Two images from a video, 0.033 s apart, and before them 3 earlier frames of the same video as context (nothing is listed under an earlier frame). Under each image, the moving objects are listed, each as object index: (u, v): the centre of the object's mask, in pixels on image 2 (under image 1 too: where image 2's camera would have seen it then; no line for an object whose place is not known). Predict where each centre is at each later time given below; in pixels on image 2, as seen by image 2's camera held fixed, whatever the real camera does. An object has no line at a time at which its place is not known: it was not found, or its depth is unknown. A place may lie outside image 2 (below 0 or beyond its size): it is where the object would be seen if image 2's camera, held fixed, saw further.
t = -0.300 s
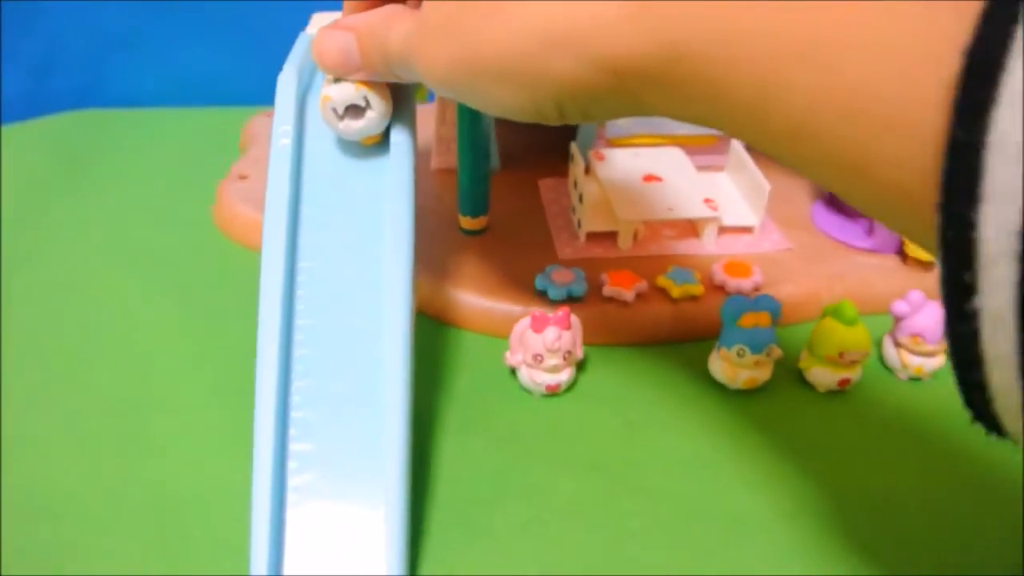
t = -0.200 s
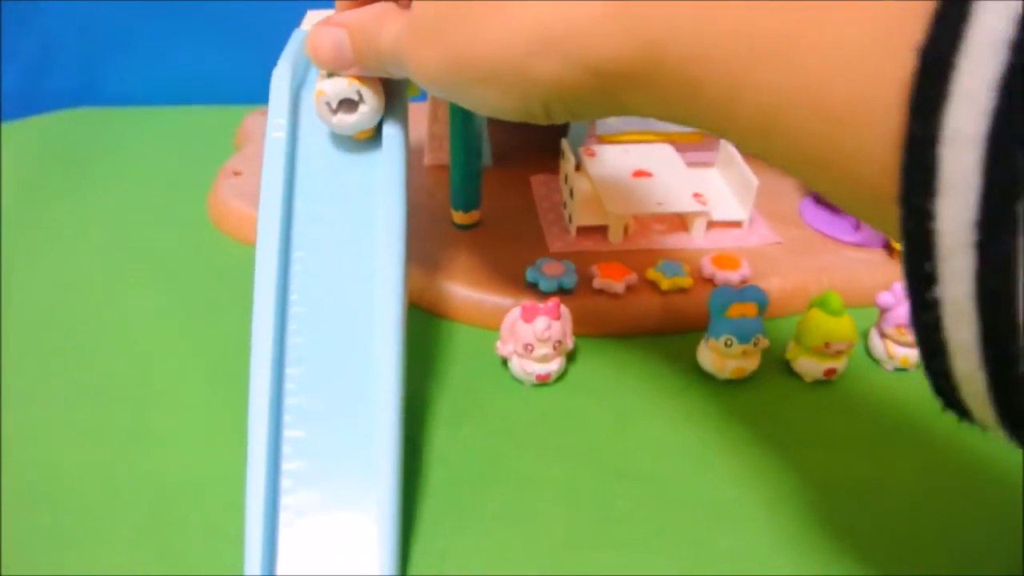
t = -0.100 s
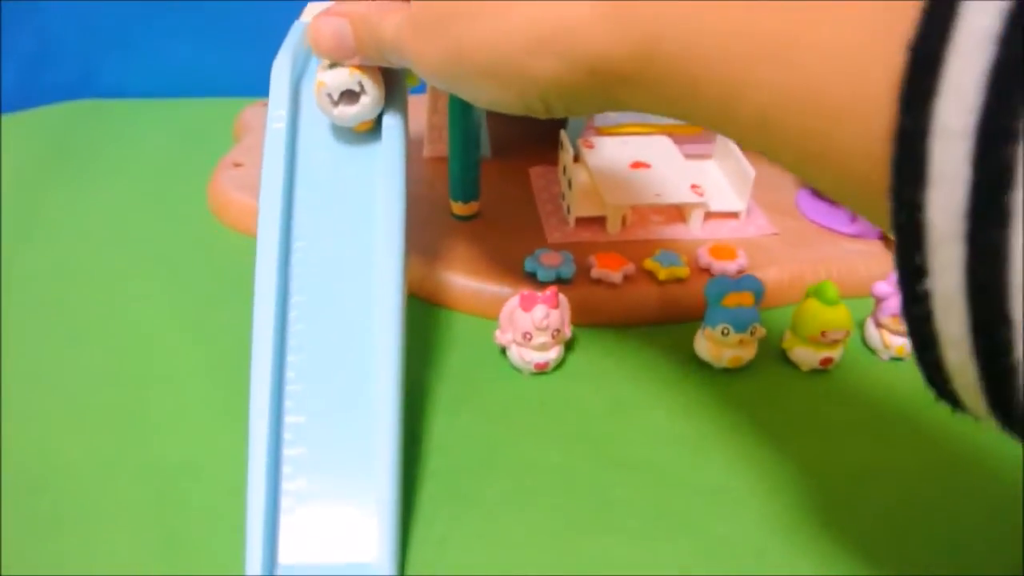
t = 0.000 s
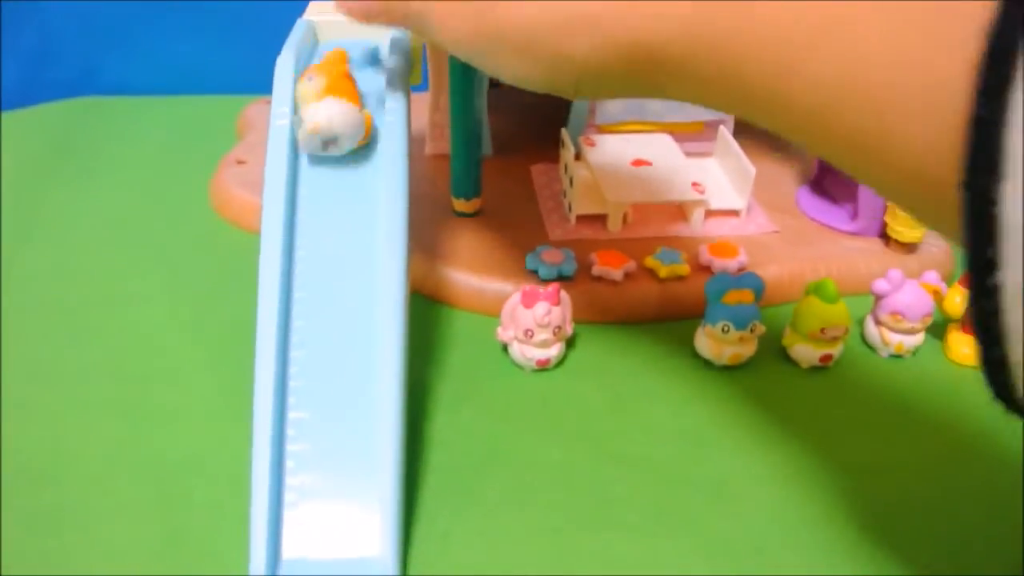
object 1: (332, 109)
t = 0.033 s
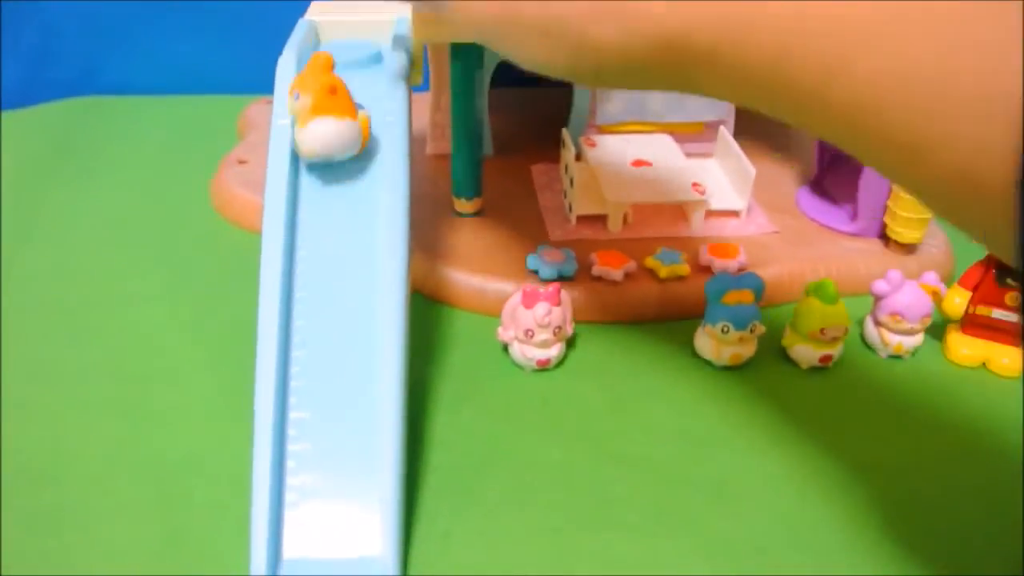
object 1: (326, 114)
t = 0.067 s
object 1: (323, 129)
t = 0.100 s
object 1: (322, 155)
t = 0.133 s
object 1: (323, 180)
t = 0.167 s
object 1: (333, 232)
